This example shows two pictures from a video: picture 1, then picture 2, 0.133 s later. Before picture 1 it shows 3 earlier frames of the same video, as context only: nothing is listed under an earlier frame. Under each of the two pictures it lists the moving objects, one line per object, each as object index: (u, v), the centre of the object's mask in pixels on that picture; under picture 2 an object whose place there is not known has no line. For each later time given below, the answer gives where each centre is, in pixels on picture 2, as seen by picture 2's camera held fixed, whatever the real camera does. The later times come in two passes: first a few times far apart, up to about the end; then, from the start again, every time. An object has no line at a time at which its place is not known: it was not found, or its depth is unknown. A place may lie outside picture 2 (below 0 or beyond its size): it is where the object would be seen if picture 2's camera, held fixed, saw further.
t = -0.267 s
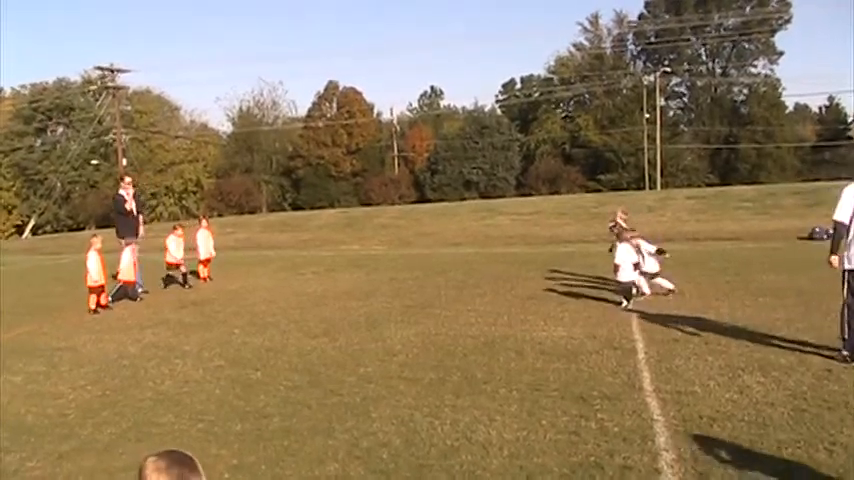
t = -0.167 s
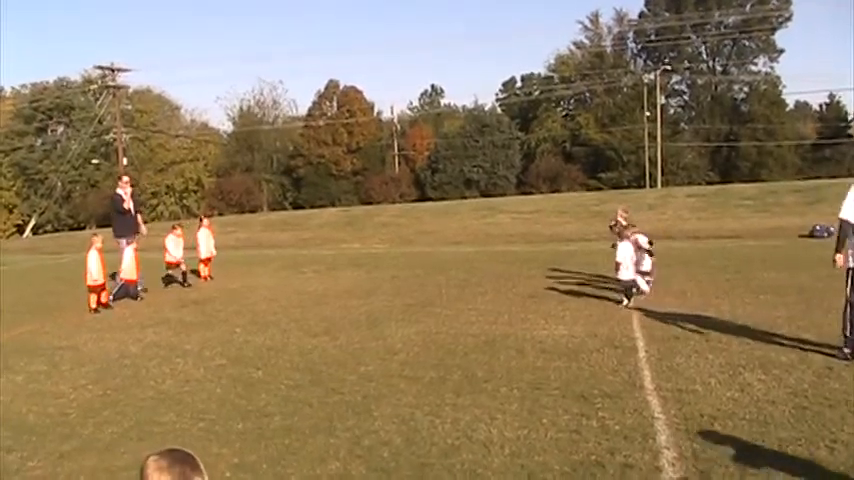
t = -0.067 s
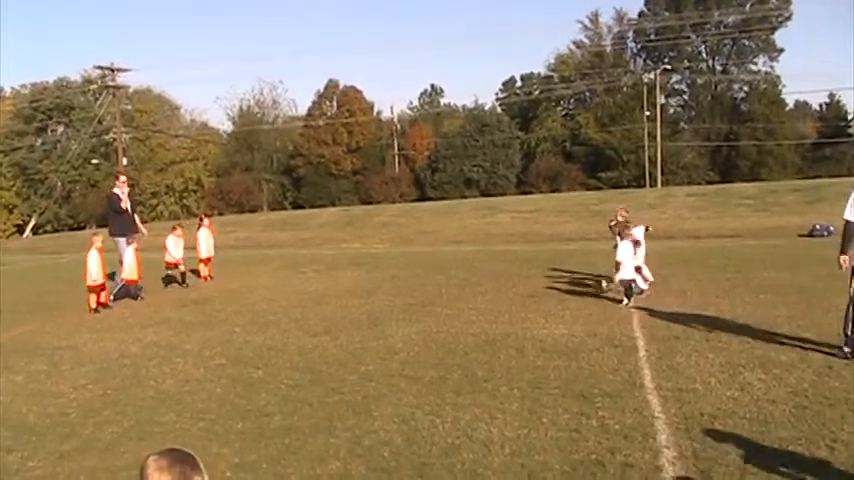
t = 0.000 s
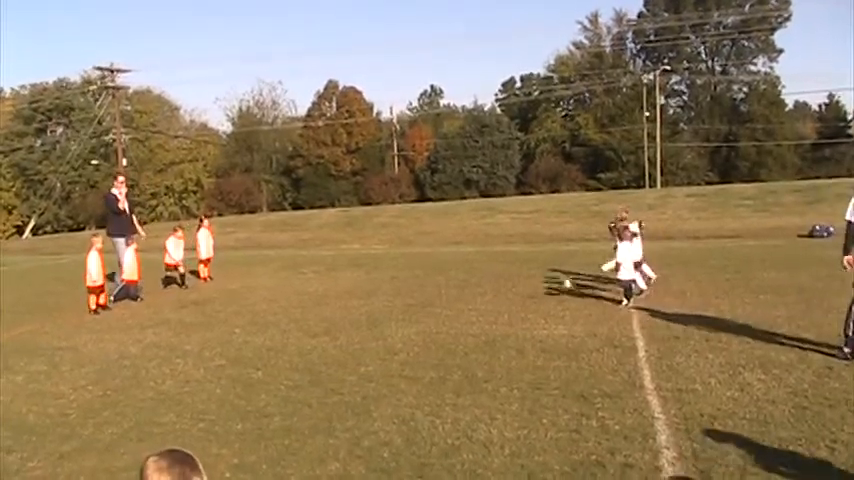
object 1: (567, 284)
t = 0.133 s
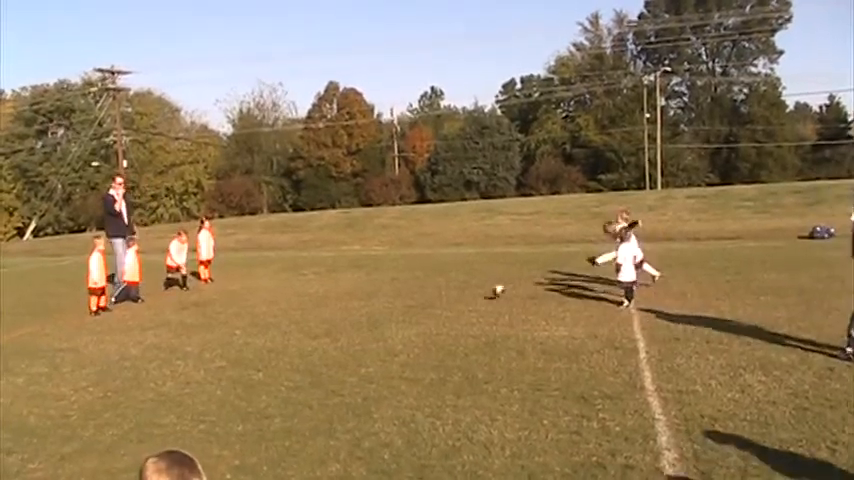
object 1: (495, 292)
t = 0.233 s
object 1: (448, 294)
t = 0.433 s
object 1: (366, 296)
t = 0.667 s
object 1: (285, 299)
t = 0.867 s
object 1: (232, 300)
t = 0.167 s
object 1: (478, 294)
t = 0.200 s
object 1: (462, 295)
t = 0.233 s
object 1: (448, 294)
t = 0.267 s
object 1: (434, 293)
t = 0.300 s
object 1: (420, 292)
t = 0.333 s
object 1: (405, 293)
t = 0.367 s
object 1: (393, 293)
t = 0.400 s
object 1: (380, 294)
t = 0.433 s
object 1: (366, 296)
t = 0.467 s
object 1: (353, 298)
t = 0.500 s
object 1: (341, 297)
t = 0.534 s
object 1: (329, 298)
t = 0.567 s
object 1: (319, 296)
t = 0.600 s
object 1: (307, 298)
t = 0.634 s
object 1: (297, 297)
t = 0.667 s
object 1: (285, 299)
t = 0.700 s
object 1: (277, 298)
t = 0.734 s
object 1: (267, 299)
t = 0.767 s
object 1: (259, 299)
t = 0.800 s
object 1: (250, 300)
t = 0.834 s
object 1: (240, 300)
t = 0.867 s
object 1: (232, 300)
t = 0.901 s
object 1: (224, 299)
